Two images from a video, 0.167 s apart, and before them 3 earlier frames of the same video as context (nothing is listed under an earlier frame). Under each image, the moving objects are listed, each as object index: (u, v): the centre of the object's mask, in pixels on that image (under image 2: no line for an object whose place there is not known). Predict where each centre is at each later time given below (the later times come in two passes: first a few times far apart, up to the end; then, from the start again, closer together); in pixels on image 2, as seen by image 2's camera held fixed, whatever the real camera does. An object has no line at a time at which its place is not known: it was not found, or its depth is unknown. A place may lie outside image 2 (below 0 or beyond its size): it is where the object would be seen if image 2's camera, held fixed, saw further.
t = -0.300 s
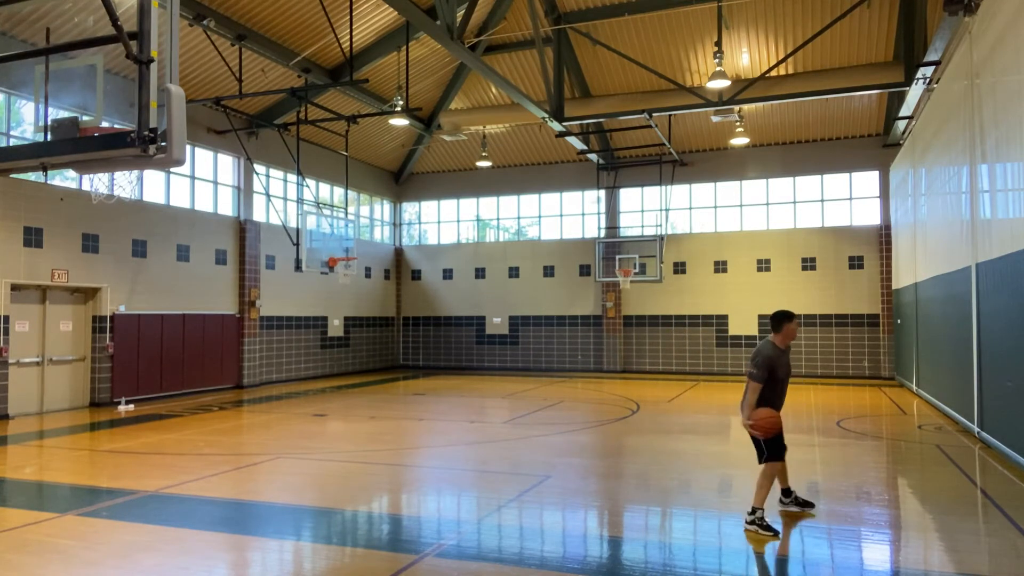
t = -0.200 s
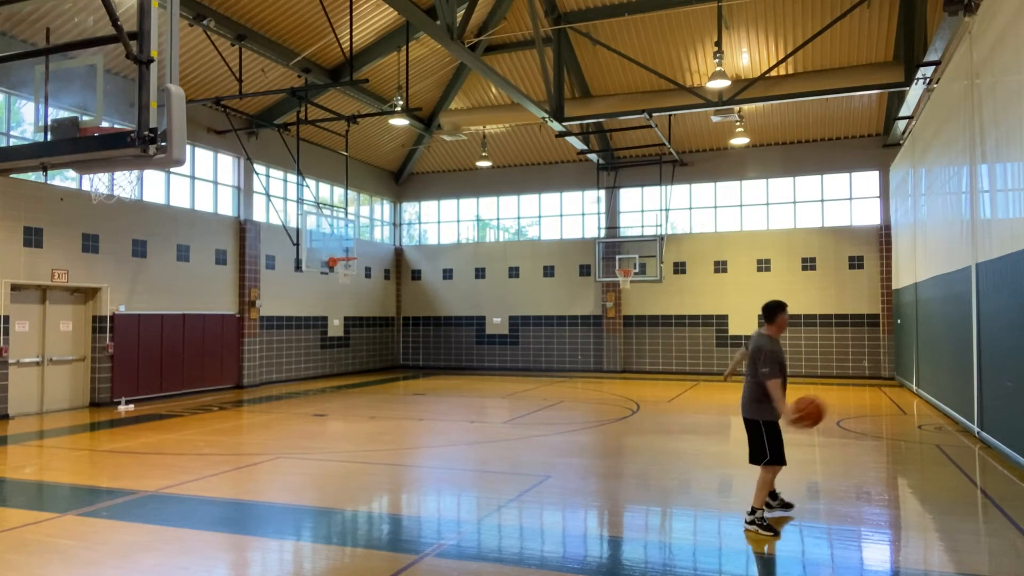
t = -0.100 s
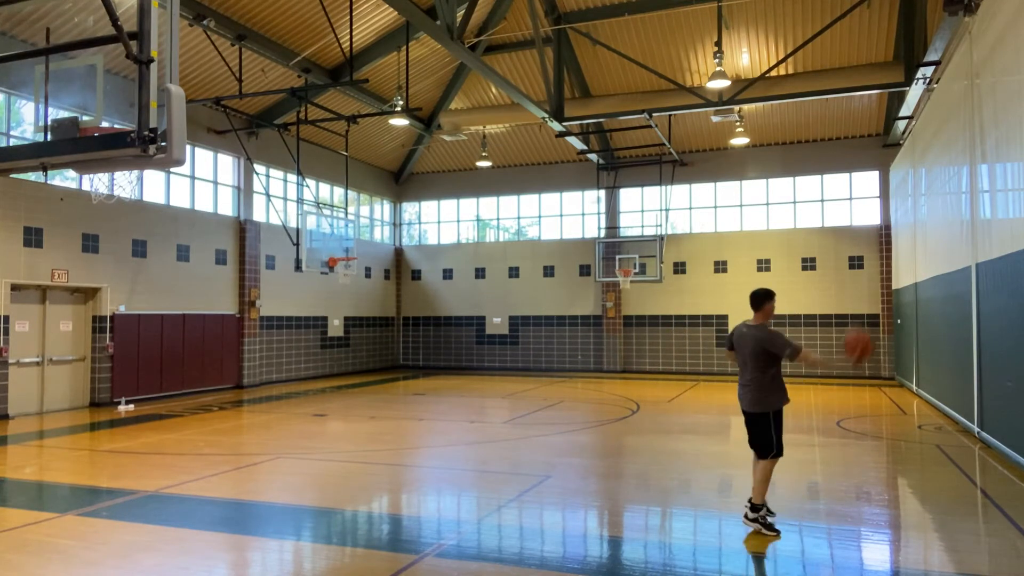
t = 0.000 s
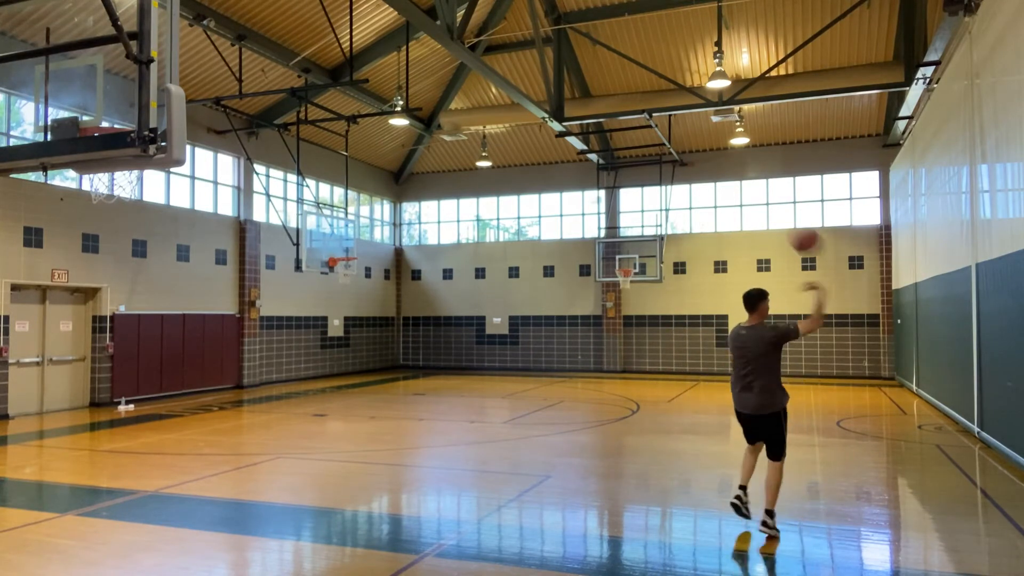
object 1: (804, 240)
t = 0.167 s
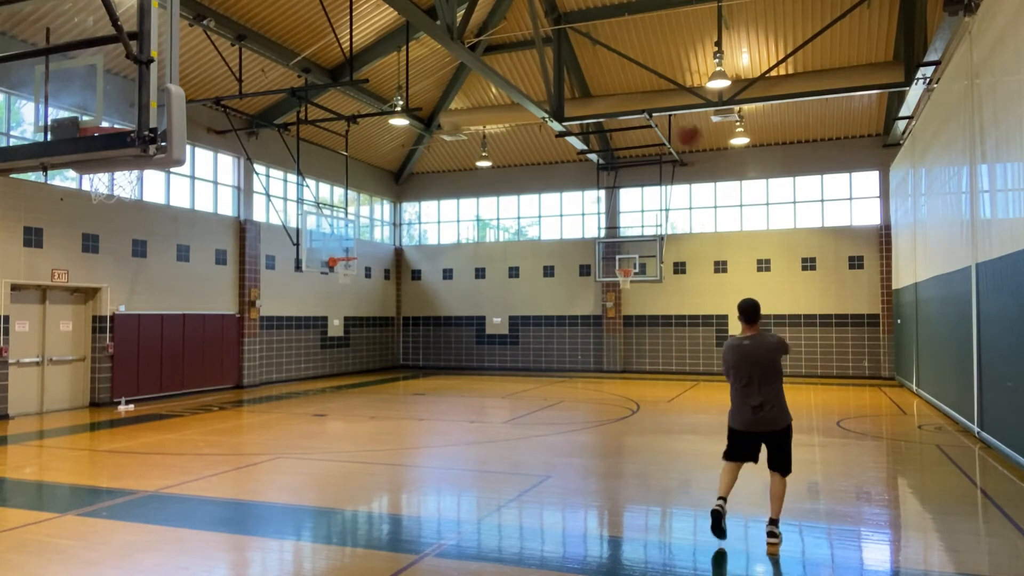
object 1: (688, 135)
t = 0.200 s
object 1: (669, 120)
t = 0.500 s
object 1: (546, 57)
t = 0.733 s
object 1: (482, 60)
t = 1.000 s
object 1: (427, 97)
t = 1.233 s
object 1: (390, 151)
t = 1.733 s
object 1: (342, 291)
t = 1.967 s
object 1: (342, 351)
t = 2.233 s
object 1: (349, 366)
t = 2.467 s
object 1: (364, 334)
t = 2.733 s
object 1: (382, 327)
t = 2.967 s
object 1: (397, 349)
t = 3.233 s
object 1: (415, 402)
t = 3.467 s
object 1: (428, 370)
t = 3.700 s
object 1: (443, 366)
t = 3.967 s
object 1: (459, 398)
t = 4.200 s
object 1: (474, 392)
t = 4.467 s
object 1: (491, 394)
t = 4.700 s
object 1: (507, 406)
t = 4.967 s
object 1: (524, 406)
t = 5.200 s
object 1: (540, 410)
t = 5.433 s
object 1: (557, 417)
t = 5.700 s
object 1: (576, 419)
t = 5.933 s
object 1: (593, 421)
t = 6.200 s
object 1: (613, 424)
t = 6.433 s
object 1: (631, 426)
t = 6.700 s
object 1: (652, 428)
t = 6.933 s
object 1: (671, 430)
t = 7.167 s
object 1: (690, 432)
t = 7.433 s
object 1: (712, 435)
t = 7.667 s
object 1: (732, 437)
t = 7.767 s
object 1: (741, 438)
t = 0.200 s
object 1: (669, 120)
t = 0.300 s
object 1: (621, 87)
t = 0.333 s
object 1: (607, 79)
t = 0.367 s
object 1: (593, 73)
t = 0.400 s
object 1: (580, 66)
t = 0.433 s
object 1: (568, 62)
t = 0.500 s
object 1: (546, 57)
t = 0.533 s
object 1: (534, 55)
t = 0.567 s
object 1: (525, 54)
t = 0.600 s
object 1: (515, 54)
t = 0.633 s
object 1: (506, 54)
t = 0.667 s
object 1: (497, 55)
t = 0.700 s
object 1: (489, 57)
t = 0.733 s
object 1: (482, 60)
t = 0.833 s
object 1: (458, 69)
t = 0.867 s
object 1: (453, 75)
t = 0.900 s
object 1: (446, 80)
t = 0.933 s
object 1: (439, 85)
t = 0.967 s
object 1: (433, 91)
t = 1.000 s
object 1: (427, 97)
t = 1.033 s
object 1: (420, 104)
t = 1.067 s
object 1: (415, 112)
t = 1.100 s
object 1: (411, 119)
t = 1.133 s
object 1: (405, 127)
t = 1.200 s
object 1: (395, 142)
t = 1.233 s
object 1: (390, 151)
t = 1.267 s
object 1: (386, 160)
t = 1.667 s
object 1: (342, 277)
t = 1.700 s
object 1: (342, 283)
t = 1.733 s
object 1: (342, 291)
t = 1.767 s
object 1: (342, 298)
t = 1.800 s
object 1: (342, 306)
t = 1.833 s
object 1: (343, 315)
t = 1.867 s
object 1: (343, 323)
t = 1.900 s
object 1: (343, 332)
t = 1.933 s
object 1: (343, 341)
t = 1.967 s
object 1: (342, 351)
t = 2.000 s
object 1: (342, 361)
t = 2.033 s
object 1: (342, 372)
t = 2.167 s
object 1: (345, 379)
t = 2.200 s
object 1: (348, 372)
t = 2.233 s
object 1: (349, 366)
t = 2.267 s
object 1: (352, 360)
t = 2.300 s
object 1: (354, 354)
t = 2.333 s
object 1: (356, 349)
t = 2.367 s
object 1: (358, 344)
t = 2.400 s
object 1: (360, 340)
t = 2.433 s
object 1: (362, 336)
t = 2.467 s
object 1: (364, 334)
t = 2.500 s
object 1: (366, 331)
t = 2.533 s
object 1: (369, 329)
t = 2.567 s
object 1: (371, 327)
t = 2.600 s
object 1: (373, 326)
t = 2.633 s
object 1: (375, 326)
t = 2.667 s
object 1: (377, 326)
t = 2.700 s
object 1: (379, 326)
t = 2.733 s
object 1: (382, 327)
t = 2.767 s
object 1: (384, 328)
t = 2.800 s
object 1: (386, 331)
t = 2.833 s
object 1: (388, 333)
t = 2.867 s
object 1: (390, 336)
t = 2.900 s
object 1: (393, 340)
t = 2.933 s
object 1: (395, 344)
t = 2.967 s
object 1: (397, 349)
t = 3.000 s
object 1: (399, 355)
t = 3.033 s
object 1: (401, 361)
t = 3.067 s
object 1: (404, 367)
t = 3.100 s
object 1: (406, 373)
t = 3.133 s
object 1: (409, 381)
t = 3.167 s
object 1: (411, 391)
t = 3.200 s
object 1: (413, 400)
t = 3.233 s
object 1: (415, 402)
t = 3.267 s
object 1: (417, 397)
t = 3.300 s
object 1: (419, 391)
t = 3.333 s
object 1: (421, 386)
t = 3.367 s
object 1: (423, 381)
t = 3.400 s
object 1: (424, 376)
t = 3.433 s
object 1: (426, 373)
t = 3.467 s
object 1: (428, 370)
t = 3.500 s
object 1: (430, 369)
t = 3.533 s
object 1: (433, 367)
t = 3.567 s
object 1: (435, 366)
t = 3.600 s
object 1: (437, 365)
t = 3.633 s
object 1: (438, 365)
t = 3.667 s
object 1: (441, 366)
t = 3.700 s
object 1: (443, 366)
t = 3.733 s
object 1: (445, 368)
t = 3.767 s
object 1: (446, 370)
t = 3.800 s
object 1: (449, 373)
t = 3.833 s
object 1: (451, 377)
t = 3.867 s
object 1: (453, 381)
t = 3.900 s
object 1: (456, 387)
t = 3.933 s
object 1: (458, 392)
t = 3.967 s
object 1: (459, 398)
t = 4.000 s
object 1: (461, 404)
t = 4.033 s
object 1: (464, 409)
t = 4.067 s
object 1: (466, 404)
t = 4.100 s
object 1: (468, 400)
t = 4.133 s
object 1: (470, 397)
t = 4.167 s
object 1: (472, 394)
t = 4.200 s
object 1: (474, 392)
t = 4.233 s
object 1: (476, 390)
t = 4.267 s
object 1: (479, 389)
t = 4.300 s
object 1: (480, 388)
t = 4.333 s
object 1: (483, 388)
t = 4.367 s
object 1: (485, 389)
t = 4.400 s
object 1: (487, 390)
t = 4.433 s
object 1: (489, 392)
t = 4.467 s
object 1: (491, 394)
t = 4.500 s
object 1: (493, 397)
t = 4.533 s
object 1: (496, 401)
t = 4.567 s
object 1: (498, 405)
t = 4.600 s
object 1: (500, 410)
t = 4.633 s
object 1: (502, 412)
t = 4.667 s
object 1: (505, 409)
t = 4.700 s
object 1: (507, 406)
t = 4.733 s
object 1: (509, 404)
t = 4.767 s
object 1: (511, 402)
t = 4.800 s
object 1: (513, 401)
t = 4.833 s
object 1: (516, 401)
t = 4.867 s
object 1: (518, 401)
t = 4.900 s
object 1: (520, 402)
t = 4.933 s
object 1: (522, 404)
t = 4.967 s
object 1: (524, 406)
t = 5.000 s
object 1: (527, 409)
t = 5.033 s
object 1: (529, 412)
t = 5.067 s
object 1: (531, 416)
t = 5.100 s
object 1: (533, 414)
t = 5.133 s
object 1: (536, 412)
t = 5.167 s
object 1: (538, 410)
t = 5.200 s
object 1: (540, 410)
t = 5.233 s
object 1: (543, 409)
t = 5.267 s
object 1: (545, 410)
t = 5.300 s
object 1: (547, 411)
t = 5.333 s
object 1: (550, 413)
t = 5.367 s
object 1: (552, 416)
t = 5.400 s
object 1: (555, 419)
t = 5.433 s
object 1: (557, 417)
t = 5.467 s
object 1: (560, 415)
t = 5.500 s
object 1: (562, 414)
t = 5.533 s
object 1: (564, 415)
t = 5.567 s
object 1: (567, 415)
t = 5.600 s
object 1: (569, 416)
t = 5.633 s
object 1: (571, 418)
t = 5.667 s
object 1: (574, 420)
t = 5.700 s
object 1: (576, 419)
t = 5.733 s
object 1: (579, 418)
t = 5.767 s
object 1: (581, 418)
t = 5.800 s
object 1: (583, 419)
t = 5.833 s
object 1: (586, 420)
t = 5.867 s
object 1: (588, 422)
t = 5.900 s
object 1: (591, 421)
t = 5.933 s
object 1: (593, 421)
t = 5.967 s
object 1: (596, 421)
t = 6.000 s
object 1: (598, 422)
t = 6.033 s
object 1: (600, 423)
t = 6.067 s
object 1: (603, 423)
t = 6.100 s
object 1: (606, 423)
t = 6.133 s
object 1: (608, 423)
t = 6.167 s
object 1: (610, 424)
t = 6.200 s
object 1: (613, 424)
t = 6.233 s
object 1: (616, 424)
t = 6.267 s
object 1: (618, 425)
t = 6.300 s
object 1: (621, 425)
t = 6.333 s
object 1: (623, 426)
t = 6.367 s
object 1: (626, 426)
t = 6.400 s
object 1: (628, 426)
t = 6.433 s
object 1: (631, 426)
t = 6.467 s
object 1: (634, 427)
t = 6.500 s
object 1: (636, 427)
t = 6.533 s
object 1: (639, 427)
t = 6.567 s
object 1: (641, 427)
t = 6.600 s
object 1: (644, 428)
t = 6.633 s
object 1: (647, 428)
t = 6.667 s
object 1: (649, 428)
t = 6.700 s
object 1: (652, 428)
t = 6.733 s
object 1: (655, 429)
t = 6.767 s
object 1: (657, 429)
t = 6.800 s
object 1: (660, 429)
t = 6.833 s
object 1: (663, 429)
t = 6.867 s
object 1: (665, 430)
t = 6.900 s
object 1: (668, 430)
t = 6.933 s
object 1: (671, 430)
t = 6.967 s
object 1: (673, 431)
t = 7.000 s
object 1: (676, 431)
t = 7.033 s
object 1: (679, 431)
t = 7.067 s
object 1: (682, 431)
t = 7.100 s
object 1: (684, 432)
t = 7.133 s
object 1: (687, 432)
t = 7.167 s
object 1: (690, 432)
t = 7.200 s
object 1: (693, 433)
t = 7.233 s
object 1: (695, 433)
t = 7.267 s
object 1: (698, 433)
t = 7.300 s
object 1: (701, 434)
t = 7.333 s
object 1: (704, 434)
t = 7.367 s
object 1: (707, 434)
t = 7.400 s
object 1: (709, 434)
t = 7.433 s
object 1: (712, 435)
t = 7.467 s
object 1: (715, 435)
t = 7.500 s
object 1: (718, 436)
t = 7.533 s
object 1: (721, 436)
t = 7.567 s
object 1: (724, 436)
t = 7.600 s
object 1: (727, 436)
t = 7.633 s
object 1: (729, 437)
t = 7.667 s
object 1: (732, 437)
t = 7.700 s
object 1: (735, 437)
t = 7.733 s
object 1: (738, 438)
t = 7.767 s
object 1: (741, 438)
